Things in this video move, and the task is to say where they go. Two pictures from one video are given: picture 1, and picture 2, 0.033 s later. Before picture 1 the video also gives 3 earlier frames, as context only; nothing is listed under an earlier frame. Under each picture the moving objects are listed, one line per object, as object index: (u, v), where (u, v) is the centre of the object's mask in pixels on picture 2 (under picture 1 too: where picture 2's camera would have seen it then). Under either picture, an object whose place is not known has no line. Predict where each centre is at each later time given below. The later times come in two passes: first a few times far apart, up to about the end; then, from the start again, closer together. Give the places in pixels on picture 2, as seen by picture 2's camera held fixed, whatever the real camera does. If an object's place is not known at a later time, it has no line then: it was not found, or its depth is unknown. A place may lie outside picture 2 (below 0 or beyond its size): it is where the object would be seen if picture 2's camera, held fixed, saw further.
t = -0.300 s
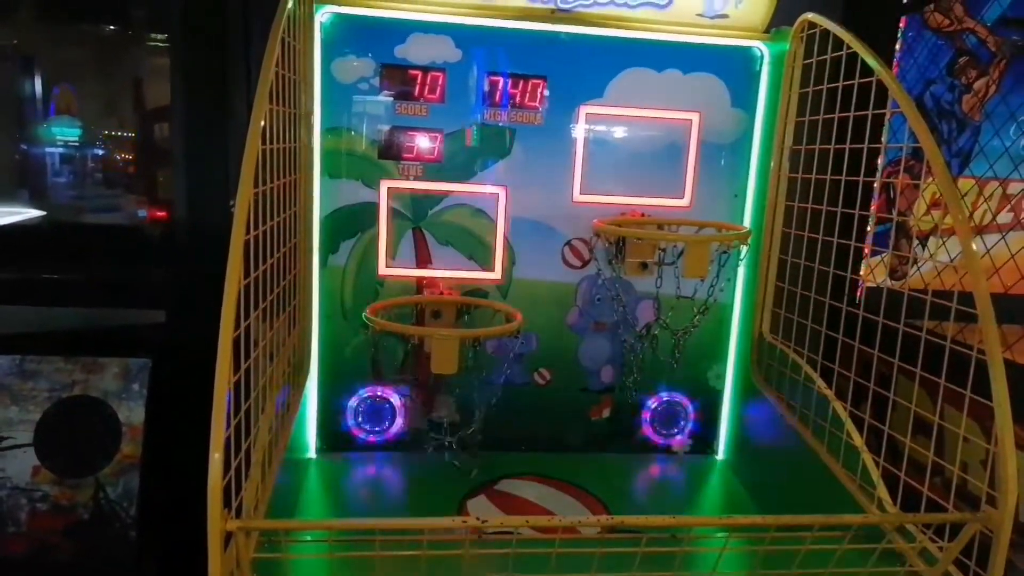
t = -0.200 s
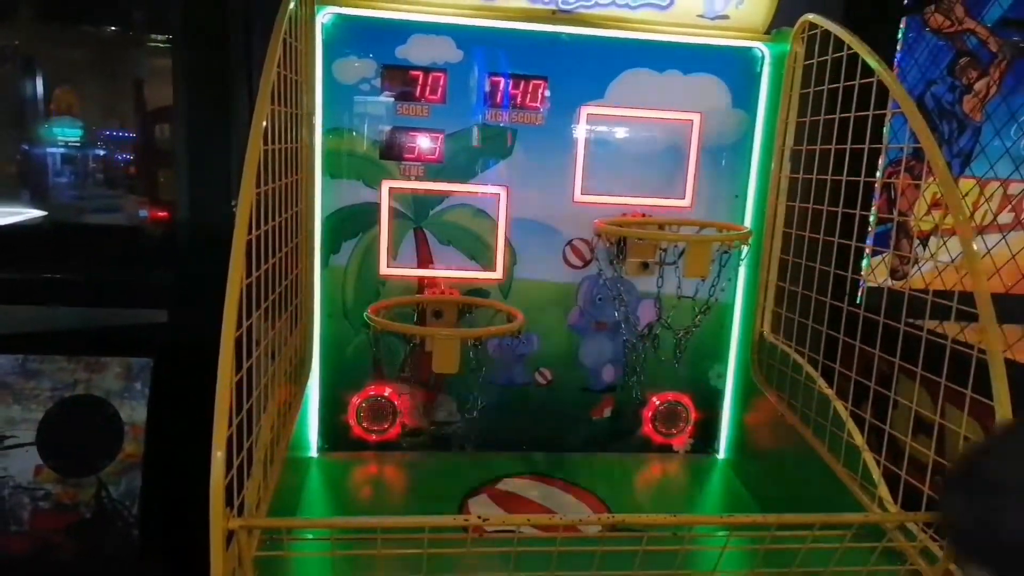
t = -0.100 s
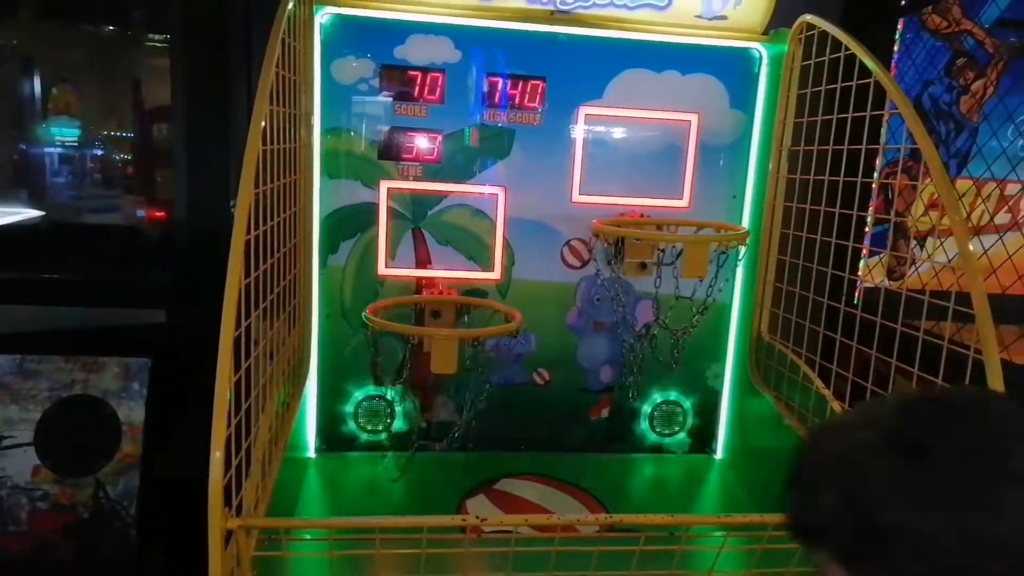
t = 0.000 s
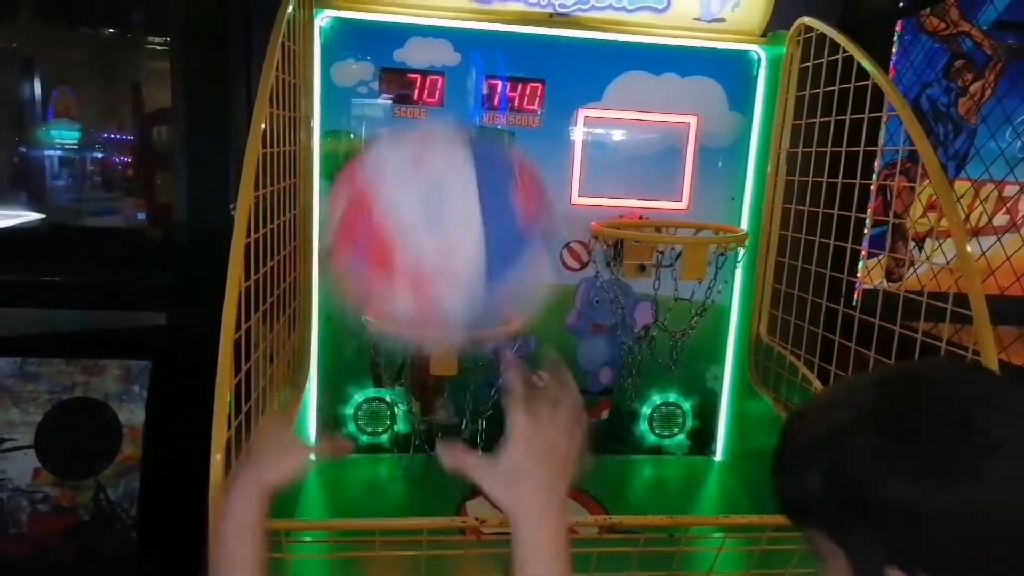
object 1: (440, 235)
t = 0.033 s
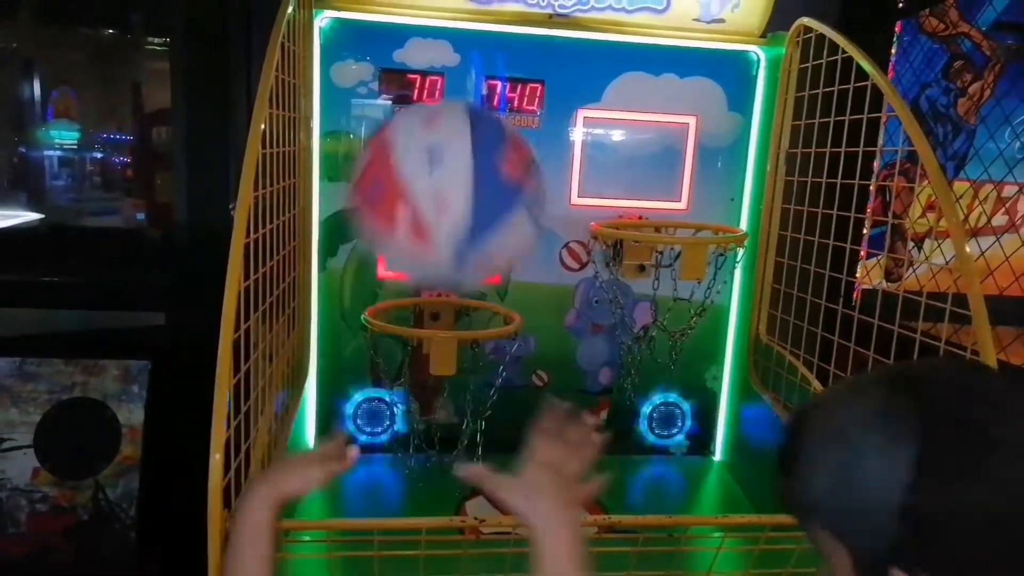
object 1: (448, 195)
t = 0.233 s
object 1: (493, 186)
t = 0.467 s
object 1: (569, 465)
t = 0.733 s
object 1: (576, 470)
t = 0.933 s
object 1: (532, 396)
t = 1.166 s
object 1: (538, 495)
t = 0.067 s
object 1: (453, 179)
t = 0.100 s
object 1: (464, 199)
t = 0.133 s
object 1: (463, 233)
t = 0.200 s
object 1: (478, 212)
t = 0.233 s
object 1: (493, 186)
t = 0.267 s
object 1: (508, 174)
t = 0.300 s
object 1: (526, 189)
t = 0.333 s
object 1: (547, 227)
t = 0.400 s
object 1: (587, 431)
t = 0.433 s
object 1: (585, 497)
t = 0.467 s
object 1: (569, 465)
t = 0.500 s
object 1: (556, 434)
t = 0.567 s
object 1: (534, 443)
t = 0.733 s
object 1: (576, 470)
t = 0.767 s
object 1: (569, 471)
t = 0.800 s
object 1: (555, 457)
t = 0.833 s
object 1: (542, 459)
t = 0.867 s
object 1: (536, 440)
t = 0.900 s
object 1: (531, 406)
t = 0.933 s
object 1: (532, 396)
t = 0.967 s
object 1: (533, 398)
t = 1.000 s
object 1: (533, 404)
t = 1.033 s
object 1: (535, 433)
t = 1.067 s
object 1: (534, 478)
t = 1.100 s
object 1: (538, 460)
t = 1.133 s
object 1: (539, 461)
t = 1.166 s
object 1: (538, 495)
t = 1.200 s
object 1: (541, 489)
